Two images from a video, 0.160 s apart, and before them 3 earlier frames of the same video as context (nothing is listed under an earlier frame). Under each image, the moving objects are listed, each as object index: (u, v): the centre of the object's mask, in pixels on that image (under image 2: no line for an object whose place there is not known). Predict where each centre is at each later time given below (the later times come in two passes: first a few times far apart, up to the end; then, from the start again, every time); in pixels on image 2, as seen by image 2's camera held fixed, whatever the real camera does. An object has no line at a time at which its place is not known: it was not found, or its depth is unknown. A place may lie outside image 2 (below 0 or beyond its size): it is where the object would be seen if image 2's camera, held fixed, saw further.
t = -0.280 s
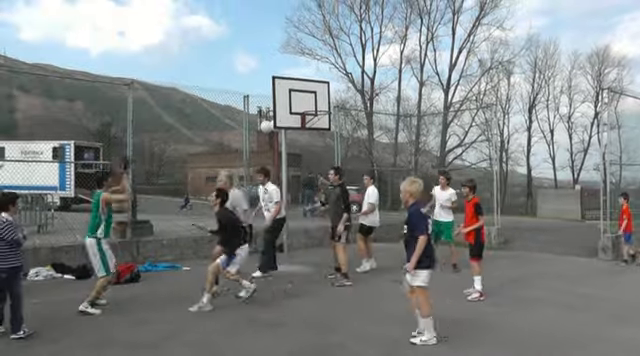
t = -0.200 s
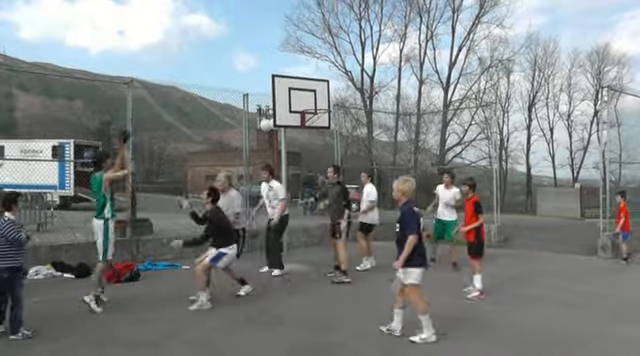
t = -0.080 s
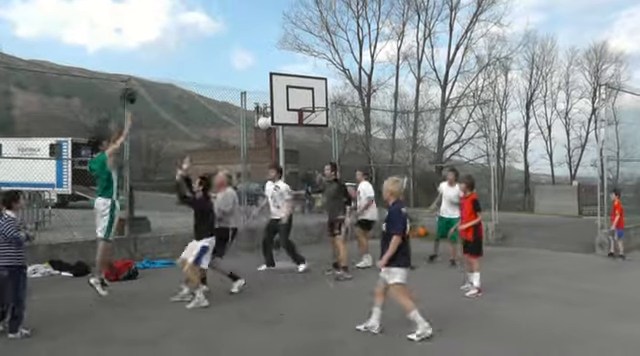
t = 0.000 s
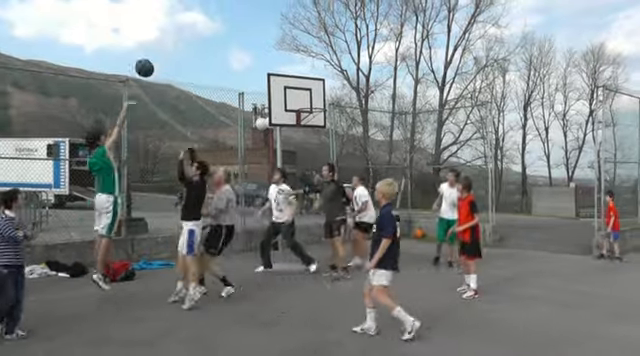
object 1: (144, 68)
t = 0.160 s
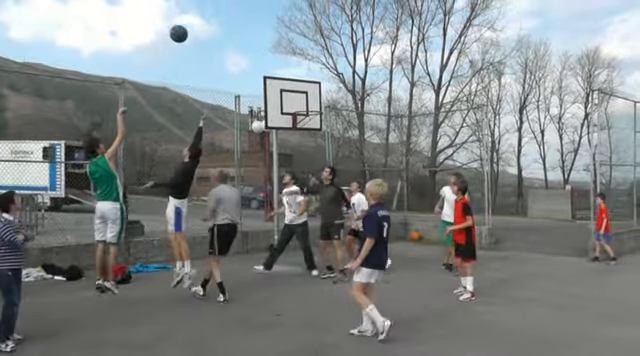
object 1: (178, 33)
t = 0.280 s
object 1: (206, 19)
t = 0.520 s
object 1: (255, 22)
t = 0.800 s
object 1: (307, 66)
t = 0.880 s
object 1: (321, 87)
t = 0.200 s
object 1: (187, 28)
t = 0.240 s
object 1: (197, 23)
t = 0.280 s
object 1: (206, 19)
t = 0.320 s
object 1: (214, 18)
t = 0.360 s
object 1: (223, 17)
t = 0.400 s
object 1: (231, 16)
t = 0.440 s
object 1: (239, 17)
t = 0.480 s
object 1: (247, 19)
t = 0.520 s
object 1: (255, 22)
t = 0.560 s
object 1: (263, 25)
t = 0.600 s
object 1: (270, 30)
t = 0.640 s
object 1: (278, 35)
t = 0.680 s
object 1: (285, 42)
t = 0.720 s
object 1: (292, 49)
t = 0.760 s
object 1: (300, 57)
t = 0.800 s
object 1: (307, 66)
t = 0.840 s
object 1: (314, 76)
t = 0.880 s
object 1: (321, 87)
